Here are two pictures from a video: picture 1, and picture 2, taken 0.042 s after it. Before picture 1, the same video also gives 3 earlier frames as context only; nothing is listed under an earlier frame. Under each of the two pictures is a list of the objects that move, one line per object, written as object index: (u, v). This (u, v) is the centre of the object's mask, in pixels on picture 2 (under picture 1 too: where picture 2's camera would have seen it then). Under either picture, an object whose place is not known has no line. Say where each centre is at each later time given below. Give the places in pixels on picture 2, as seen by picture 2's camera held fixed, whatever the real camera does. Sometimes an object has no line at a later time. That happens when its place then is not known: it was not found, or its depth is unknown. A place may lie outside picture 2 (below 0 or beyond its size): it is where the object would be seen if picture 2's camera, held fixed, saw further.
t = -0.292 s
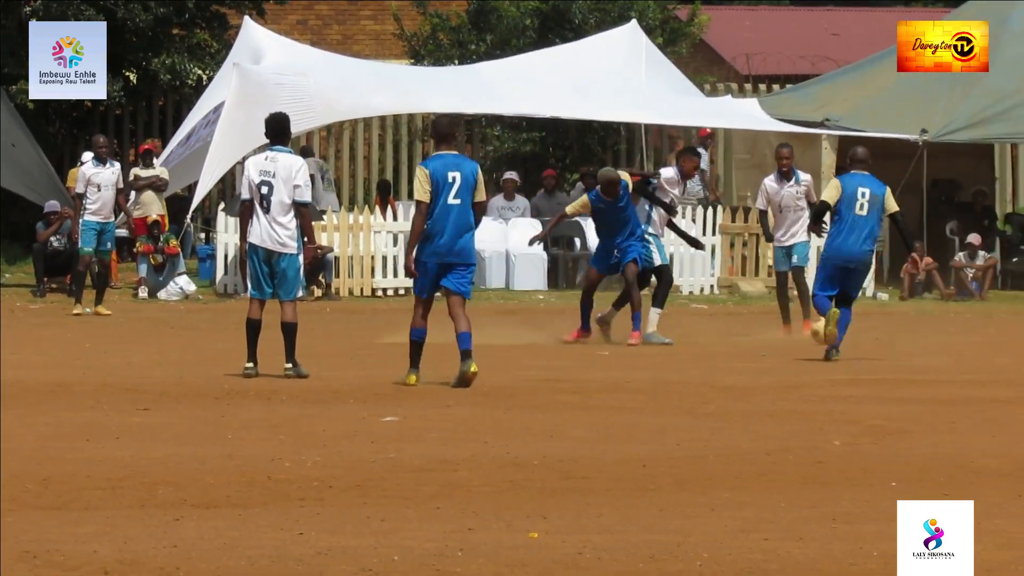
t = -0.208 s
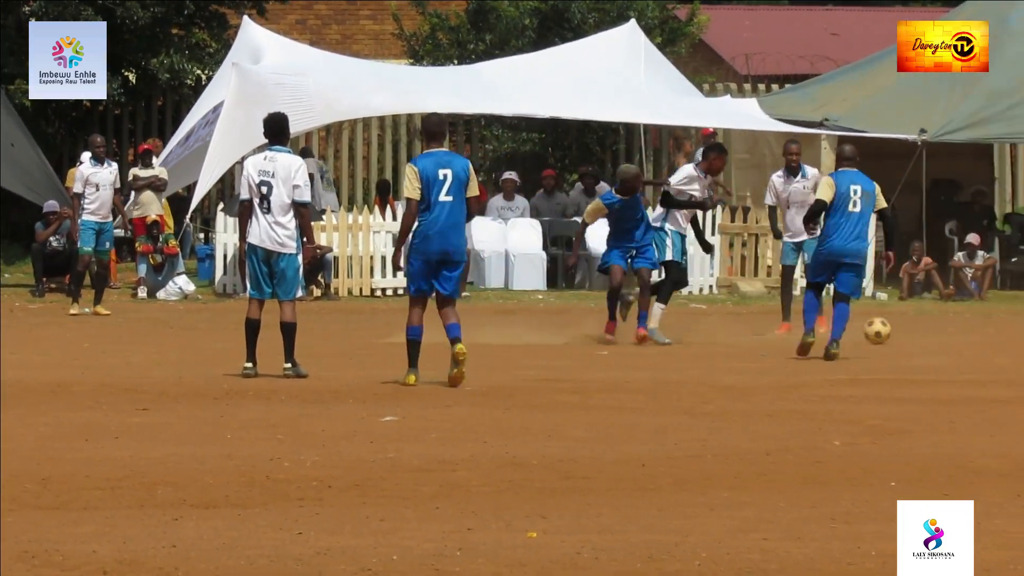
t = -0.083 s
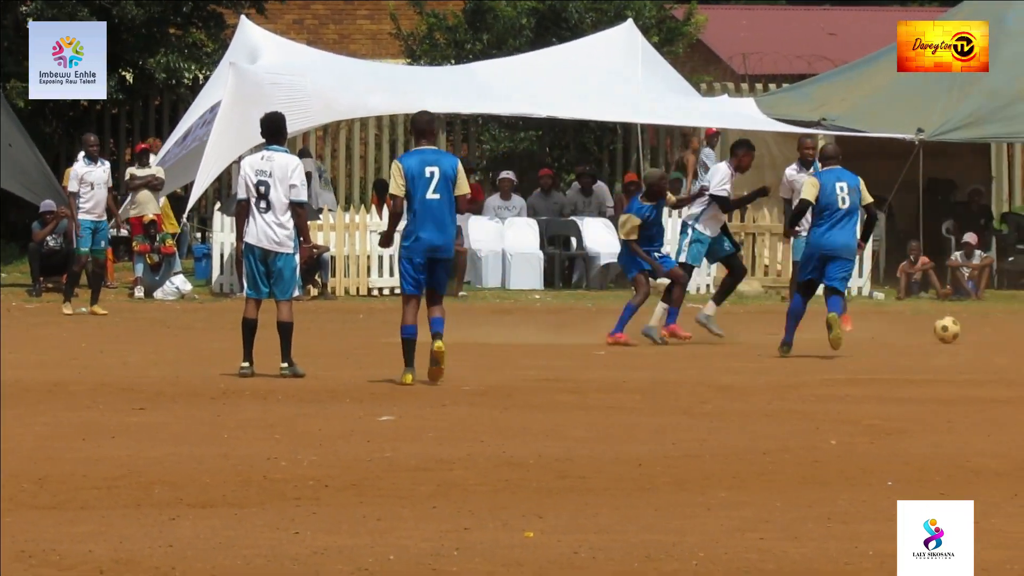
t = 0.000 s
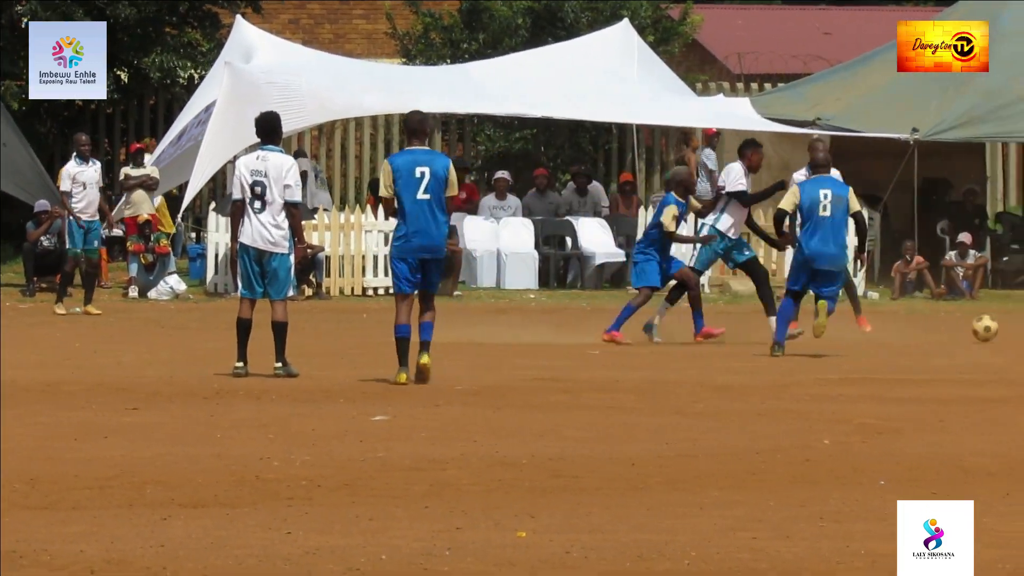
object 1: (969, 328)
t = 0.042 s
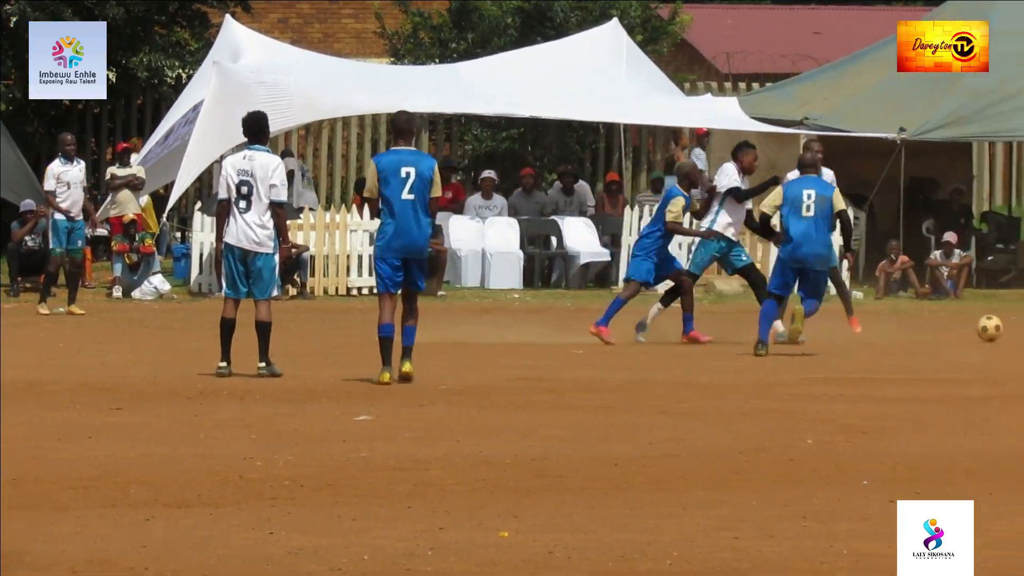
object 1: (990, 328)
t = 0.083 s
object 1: (1010, 328)
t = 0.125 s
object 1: (1031, 329)
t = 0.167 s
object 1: (1051, 329)
